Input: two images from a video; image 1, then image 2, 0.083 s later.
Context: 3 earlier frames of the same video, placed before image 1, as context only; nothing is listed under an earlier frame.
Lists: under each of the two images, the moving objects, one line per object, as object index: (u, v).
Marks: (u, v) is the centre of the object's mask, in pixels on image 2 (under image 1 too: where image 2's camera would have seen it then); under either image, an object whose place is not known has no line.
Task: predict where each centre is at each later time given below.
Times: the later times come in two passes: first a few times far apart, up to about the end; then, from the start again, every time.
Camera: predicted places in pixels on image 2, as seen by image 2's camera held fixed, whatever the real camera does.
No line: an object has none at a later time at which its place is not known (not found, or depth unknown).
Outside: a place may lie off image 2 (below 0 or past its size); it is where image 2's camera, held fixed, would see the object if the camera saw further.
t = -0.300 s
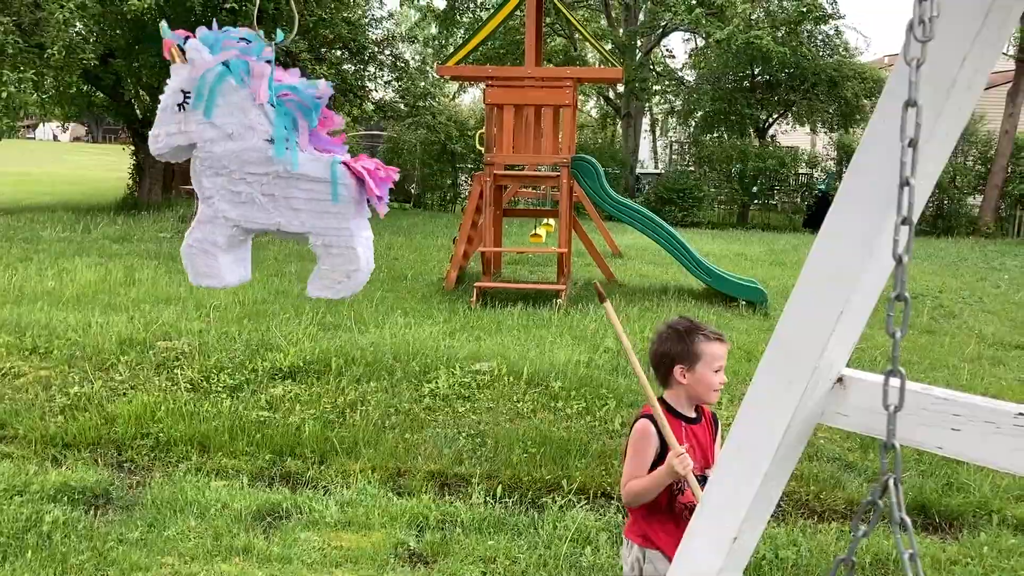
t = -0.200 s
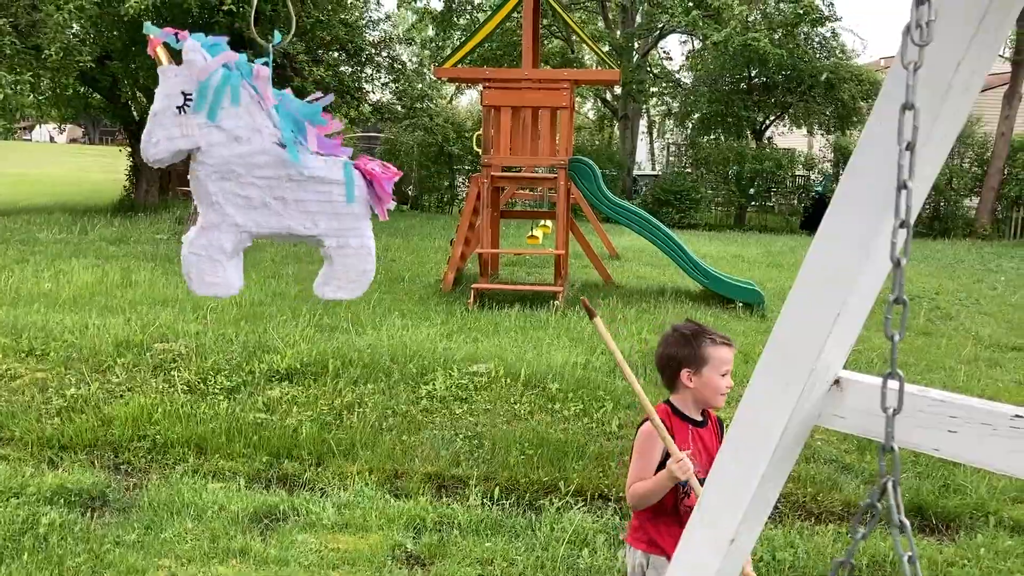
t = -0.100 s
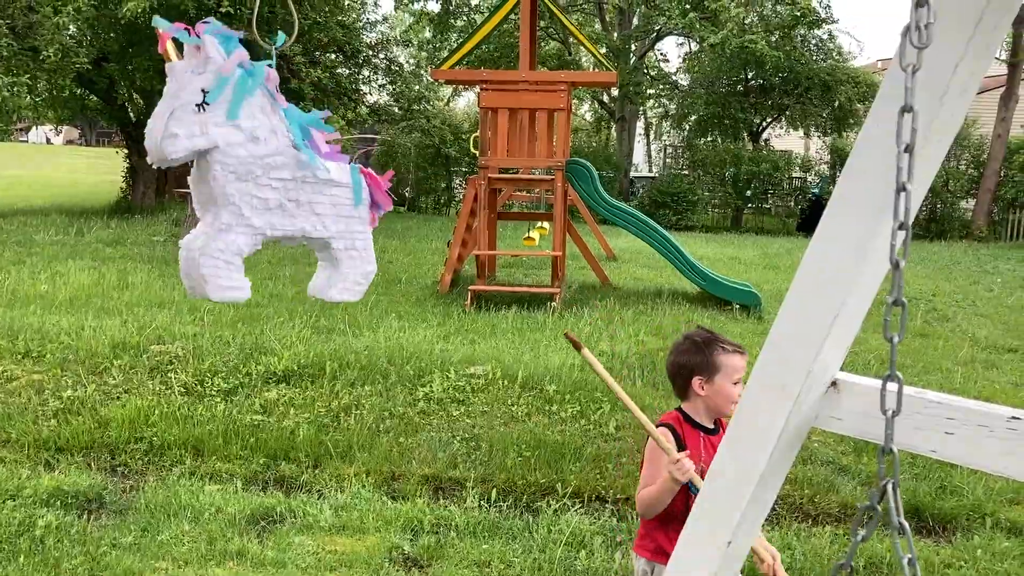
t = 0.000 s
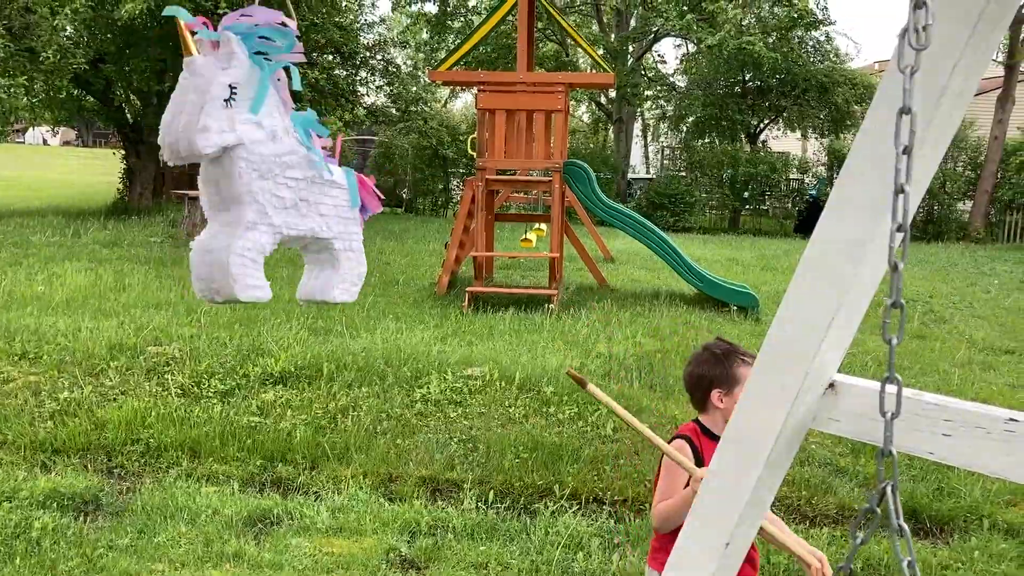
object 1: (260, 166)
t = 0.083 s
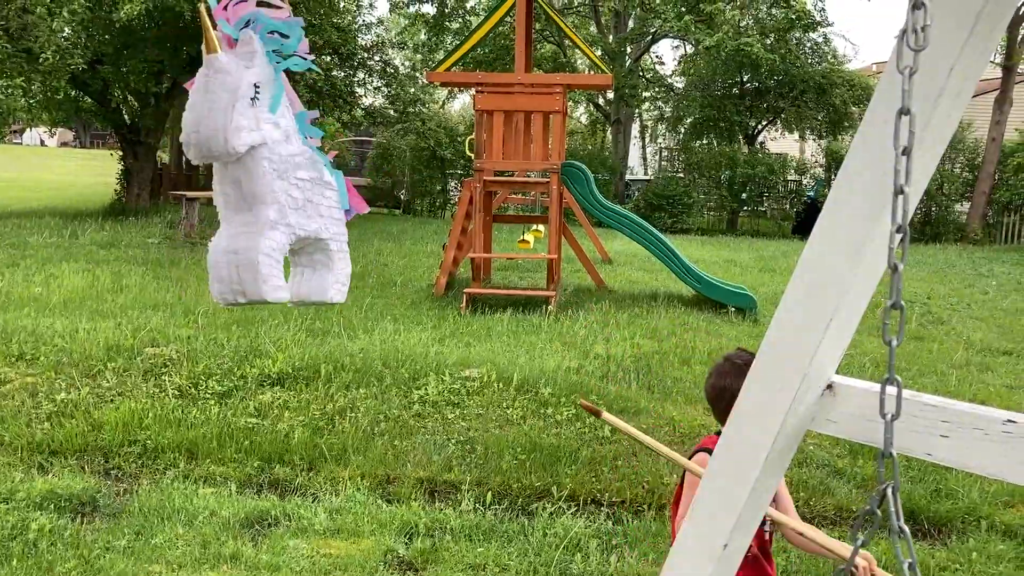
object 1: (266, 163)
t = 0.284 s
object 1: (276, 149)
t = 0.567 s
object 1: (269, 171)
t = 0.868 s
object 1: (273, 174)
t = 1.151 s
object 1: (273, 174)
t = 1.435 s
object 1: (268, 172)
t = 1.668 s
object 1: (290, 180)
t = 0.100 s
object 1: (267, 163)
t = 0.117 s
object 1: (269, 162)
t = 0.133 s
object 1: (270, 161)
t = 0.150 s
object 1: (270, 160)
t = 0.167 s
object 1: (270, 155)
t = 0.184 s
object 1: (271, 152)
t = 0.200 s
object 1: (272, 150)
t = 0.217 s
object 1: (272, 147)
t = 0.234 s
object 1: (273, 142)
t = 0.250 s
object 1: (274, 140)
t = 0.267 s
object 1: (275, 141)
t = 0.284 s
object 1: (276, 149)
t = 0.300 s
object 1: (278, 153)
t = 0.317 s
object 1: (279, 151)
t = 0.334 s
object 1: (281, 158)
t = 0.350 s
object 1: (282, 163)
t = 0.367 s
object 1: (282, 164)
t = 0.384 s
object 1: (281, 169)
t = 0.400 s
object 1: (281, 170)
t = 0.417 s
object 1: (281, 171)
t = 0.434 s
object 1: (281, 170)
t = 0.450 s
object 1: (279, 172)
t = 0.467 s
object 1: (278, 173)
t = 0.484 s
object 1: (276, 172)
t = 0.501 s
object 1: (275, 171)
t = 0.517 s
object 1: (273, 173)
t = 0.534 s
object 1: (272, 170)
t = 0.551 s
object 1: (271, 169)
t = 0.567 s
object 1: (269, 171)
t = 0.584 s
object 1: (270, 170)
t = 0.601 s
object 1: (270, 170)
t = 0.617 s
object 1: (270, 171)
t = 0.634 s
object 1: (271, 170)
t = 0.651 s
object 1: (271, 171)
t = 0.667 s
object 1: (269, 173)
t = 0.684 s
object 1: (269, 174)
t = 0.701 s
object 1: (269, 175)
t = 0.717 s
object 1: (269, 177)
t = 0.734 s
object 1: (268, 179)
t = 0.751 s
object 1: (268, 181)
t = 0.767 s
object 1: (269, 182)
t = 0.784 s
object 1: (270, 180)
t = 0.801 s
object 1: (271, 179)
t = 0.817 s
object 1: (271, 177)
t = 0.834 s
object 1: (273, 175)
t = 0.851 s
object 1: (274, 173)
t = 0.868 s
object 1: (273, 174)
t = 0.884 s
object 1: (273, 173)
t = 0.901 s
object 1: (274, 173)
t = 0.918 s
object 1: (274, 172)
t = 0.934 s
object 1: (275, 174)
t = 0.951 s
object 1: (277, 175)
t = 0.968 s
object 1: (278, 176)
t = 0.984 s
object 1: (278, 174)
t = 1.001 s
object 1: (278, 175)
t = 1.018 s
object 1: (277, 171)
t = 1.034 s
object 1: (275, 170)
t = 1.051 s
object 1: (272, 166)
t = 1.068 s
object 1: (272, 166)
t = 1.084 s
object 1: (274, 168)
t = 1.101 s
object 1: (276, 175)
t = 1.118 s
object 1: (276, 175)
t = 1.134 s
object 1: (274, 174)
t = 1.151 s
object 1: (273, 174)
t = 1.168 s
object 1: (271, 174)
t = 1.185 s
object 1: (270, 174)
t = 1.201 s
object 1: (269, 179)
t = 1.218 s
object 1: (267, 180)
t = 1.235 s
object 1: (267, 179)
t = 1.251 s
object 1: (266, 177)
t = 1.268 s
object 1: (268, 175)
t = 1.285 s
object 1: (268, 176)
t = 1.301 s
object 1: (268, 175)
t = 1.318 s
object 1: (267, 176)
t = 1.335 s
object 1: (266, 173)
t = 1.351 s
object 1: (266, 172)
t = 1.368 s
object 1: (266, 172)
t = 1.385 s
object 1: (266, 172)
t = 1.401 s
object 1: (267, 173)
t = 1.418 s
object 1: (268, 173)
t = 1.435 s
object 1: (268, 172)
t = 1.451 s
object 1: (271, 172)
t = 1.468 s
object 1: (272, 173)
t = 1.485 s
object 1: (273, 173)
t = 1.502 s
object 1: (275, 174)
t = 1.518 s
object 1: (277, 175)
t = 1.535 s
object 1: (278, 177)
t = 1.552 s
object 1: (279, 179)
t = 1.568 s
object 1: (280, 179)
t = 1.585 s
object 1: (282, 180)
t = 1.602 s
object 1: (284, 179)
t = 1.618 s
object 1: (287, 180)
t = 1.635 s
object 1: (289, 181)
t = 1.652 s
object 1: (289, 181)
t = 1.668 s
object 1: (290, 180)
